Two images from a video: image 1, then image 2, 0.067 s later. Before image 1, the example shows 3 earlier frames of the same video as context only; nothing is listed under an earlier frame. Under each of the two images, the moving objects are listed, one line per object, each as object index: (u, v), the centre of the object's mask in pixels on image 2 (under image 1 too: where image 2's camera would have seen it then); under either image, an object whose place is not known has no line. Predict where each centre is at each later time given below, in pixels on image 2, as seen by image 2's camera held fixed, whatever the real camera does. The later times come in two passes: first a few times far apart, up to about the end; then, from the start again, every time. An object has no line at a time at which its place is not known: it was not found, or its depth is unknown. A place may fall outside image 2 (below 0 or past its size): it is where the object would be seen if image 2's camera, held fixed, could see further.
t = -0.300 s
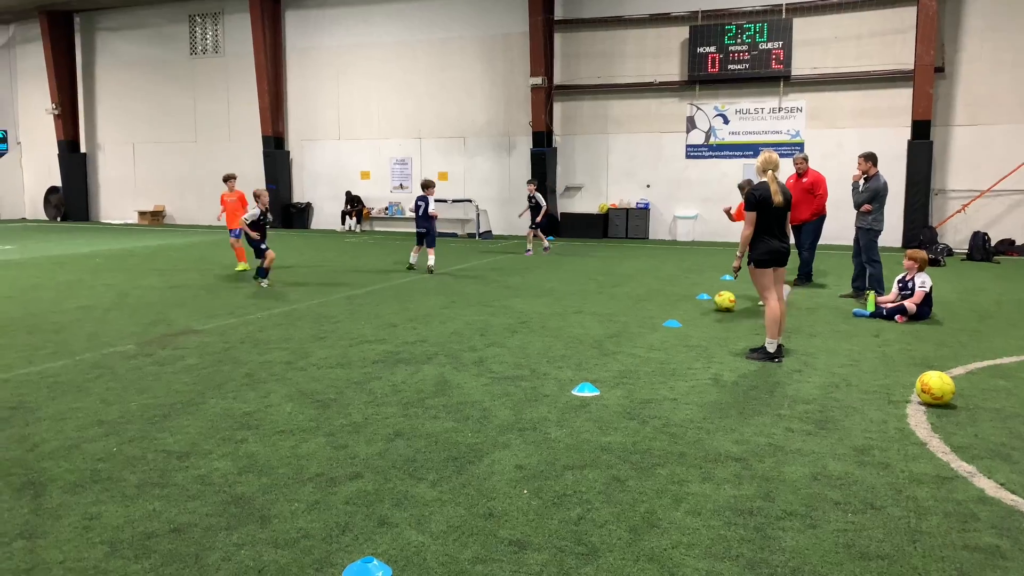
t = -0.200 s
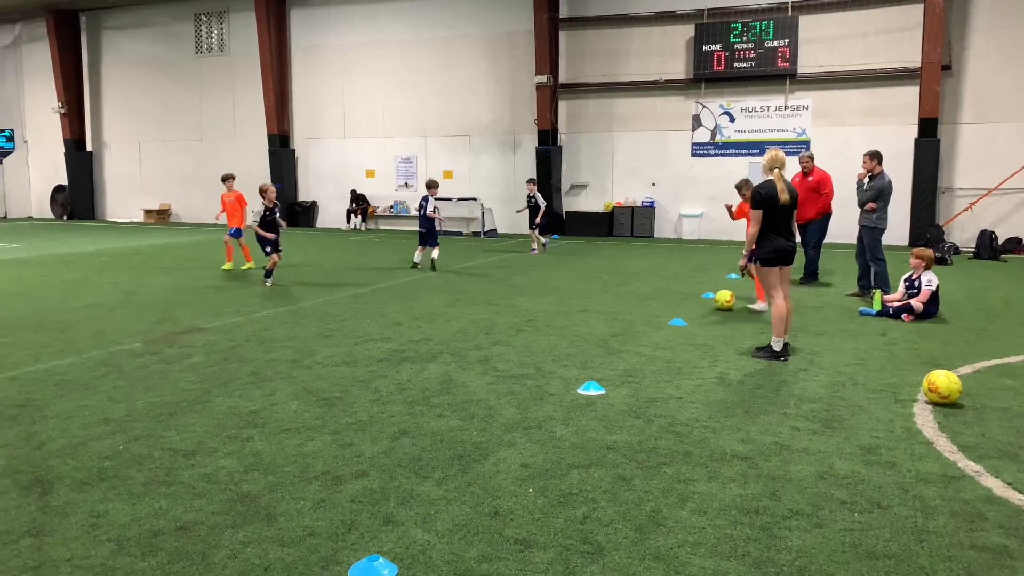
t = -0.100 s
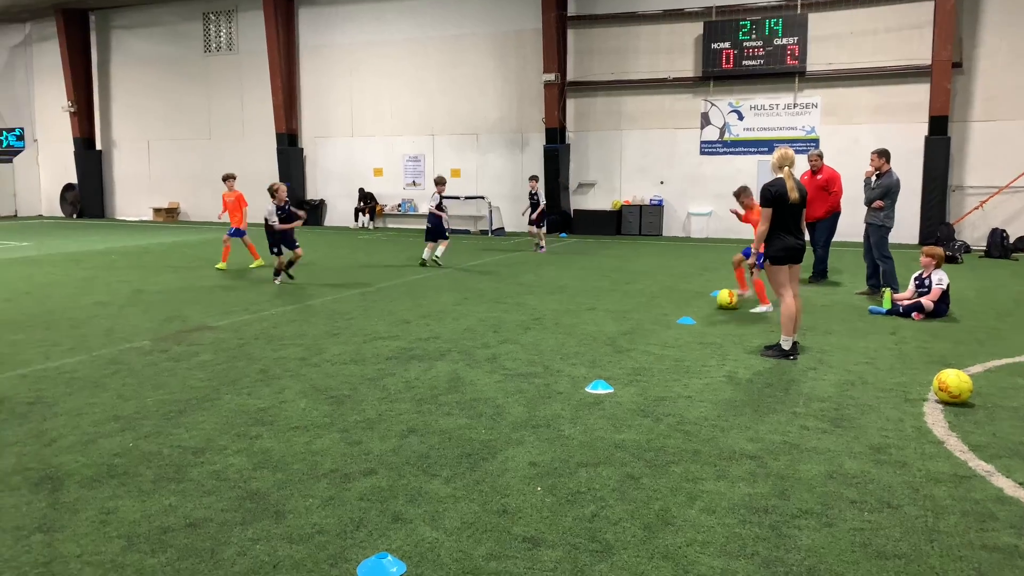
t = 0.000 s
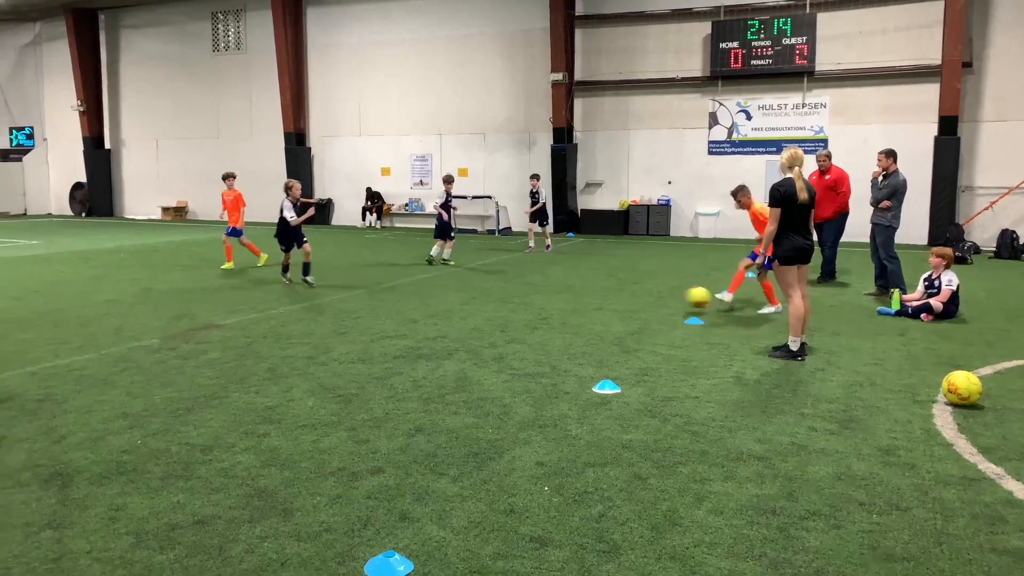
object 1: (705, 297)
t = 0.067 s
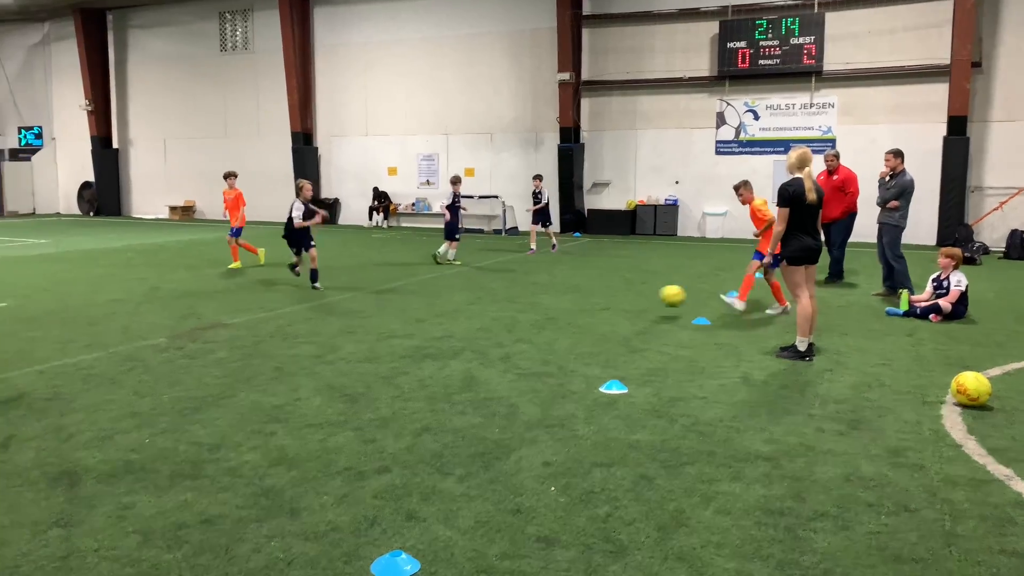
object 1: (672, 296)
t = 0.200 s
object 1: (601, 308)
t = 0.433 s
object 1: (473, 332)
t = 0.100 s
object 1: (655, 297)
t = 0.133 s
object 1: (638, 299)
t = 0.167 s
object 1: (620, 303)
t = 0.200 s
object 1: (601, 308)
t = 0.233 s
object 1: (582, 315)
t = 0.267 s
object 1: (563, 322)
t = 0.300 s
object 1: (545, 322)
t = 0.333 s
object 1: (528, 323)
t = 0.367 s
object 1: (510, 324)
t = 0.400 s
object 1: (492, 327)
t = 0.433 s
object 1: (473, 332)
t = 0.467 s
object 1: (454, 337)
